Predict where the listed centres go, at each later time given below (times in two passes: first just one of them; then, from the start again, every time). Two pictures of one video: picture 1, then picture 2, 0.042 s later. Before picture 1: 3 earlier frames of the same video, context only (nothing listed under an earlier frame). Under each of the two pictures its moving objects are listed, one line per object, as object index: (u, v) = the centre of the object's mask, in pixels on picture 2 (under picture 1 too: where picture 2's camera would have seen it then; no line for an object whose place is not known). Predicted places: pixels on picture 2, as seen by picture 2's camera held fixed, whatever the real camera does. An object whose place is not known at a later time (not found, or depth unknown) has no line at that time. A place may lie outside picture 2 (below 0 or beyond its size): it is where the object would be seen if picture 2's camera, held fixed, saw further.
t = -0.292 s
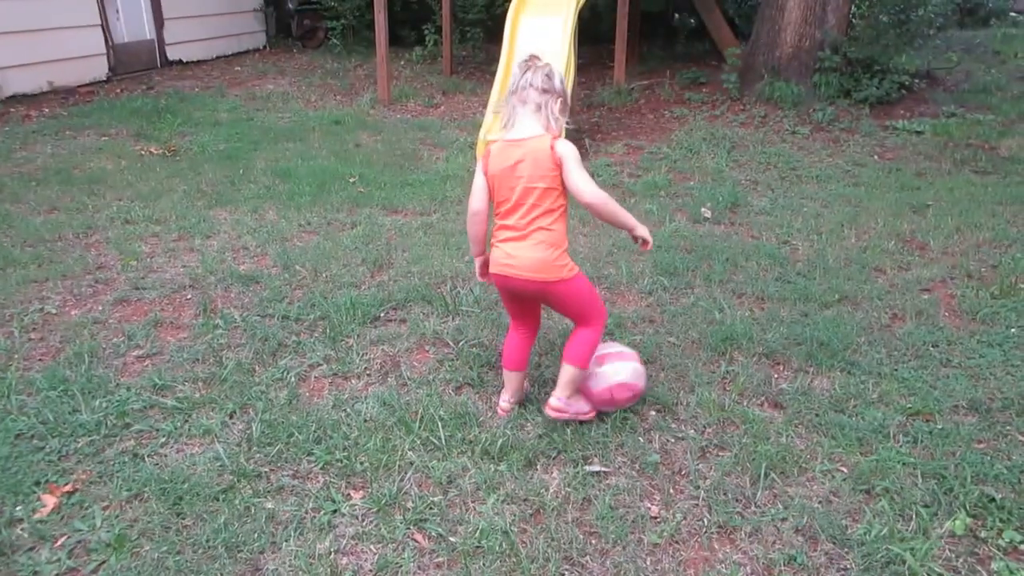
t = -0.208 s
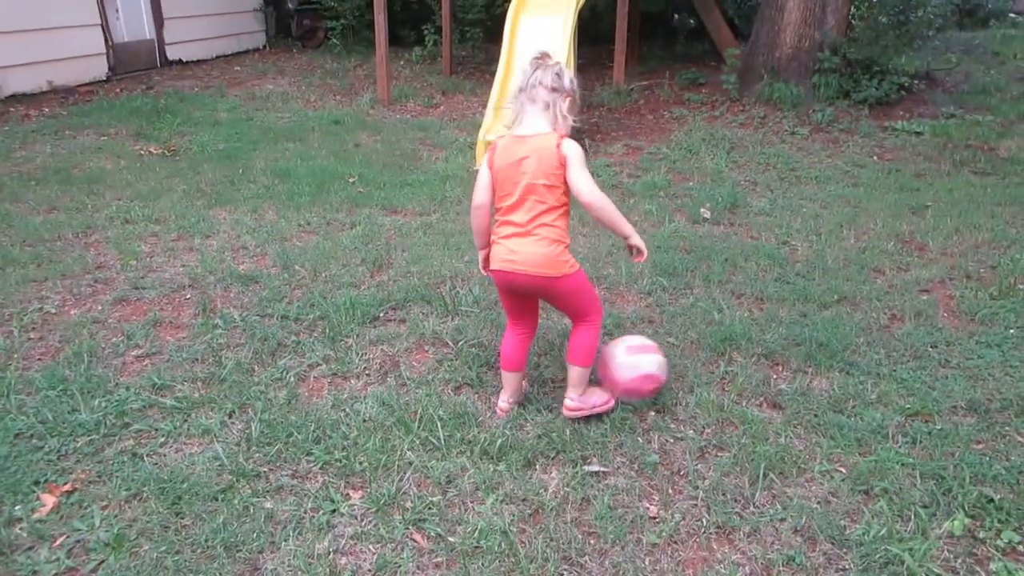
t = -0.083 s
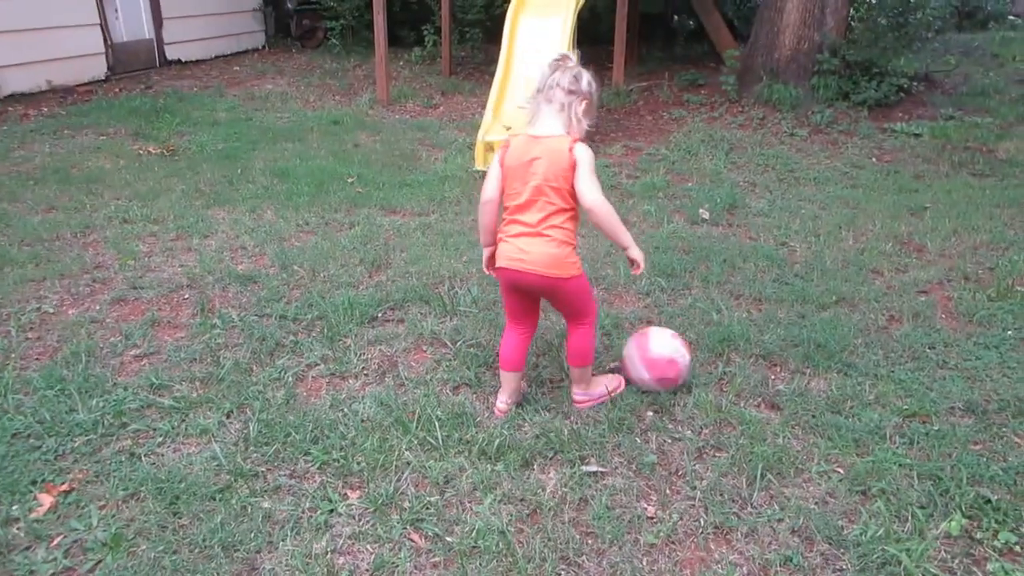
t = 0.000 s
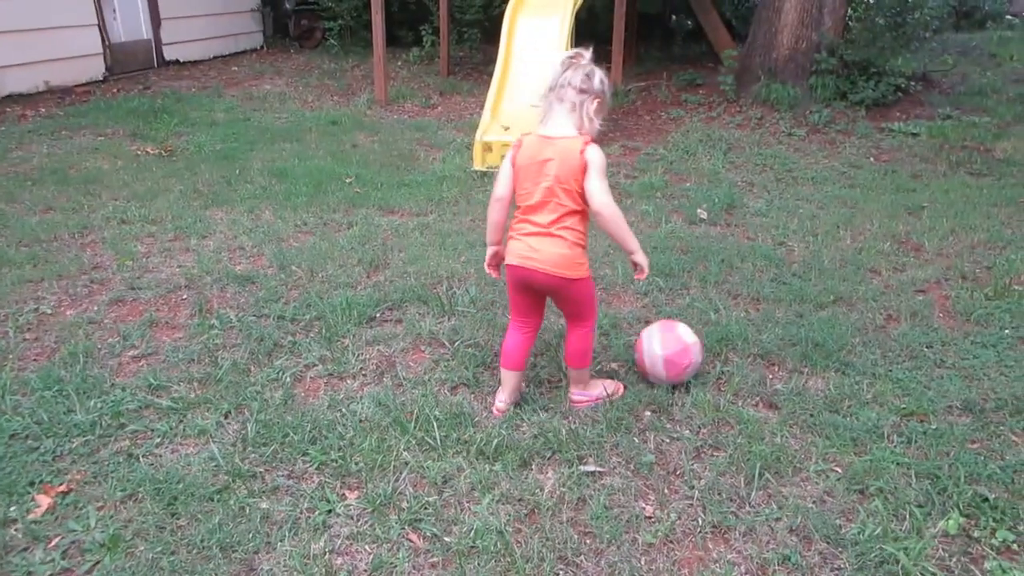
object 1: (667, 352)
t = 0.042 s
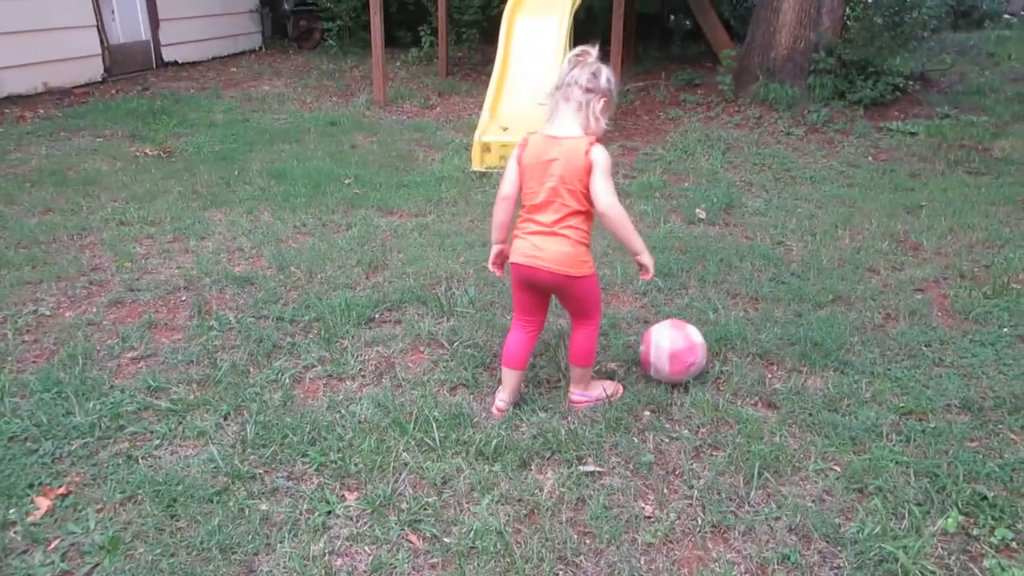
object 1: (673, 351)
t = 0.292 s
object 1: (700, 340)
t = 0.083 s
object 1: (679, 350)
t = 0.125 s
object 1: (684, 347)
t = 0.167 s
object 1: (689, 345)
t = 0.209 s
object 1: (693, 343)
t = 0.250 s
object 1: (697, 341)
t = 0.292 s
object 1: (700, 340)
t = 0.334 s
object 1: (704, 338)
